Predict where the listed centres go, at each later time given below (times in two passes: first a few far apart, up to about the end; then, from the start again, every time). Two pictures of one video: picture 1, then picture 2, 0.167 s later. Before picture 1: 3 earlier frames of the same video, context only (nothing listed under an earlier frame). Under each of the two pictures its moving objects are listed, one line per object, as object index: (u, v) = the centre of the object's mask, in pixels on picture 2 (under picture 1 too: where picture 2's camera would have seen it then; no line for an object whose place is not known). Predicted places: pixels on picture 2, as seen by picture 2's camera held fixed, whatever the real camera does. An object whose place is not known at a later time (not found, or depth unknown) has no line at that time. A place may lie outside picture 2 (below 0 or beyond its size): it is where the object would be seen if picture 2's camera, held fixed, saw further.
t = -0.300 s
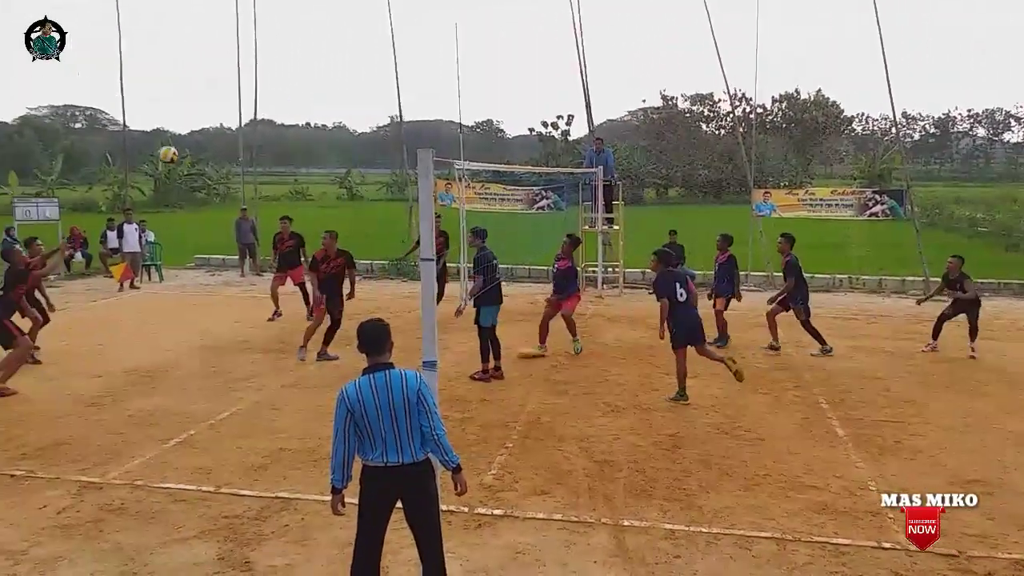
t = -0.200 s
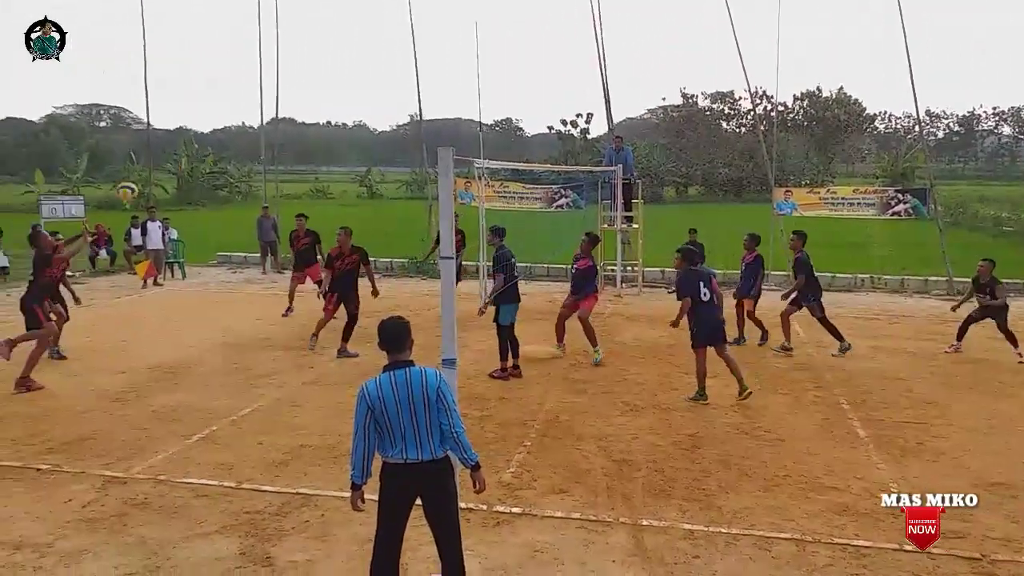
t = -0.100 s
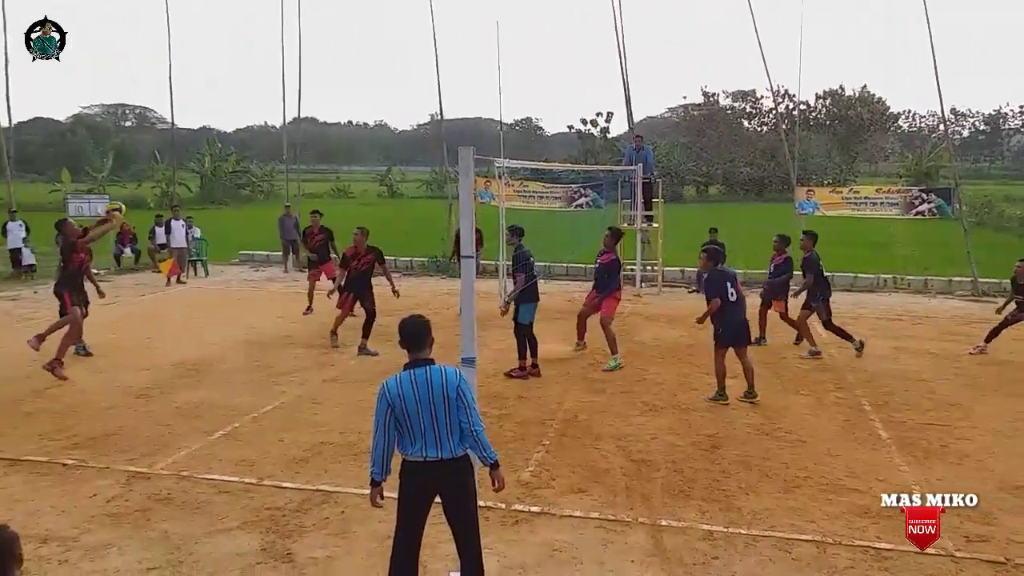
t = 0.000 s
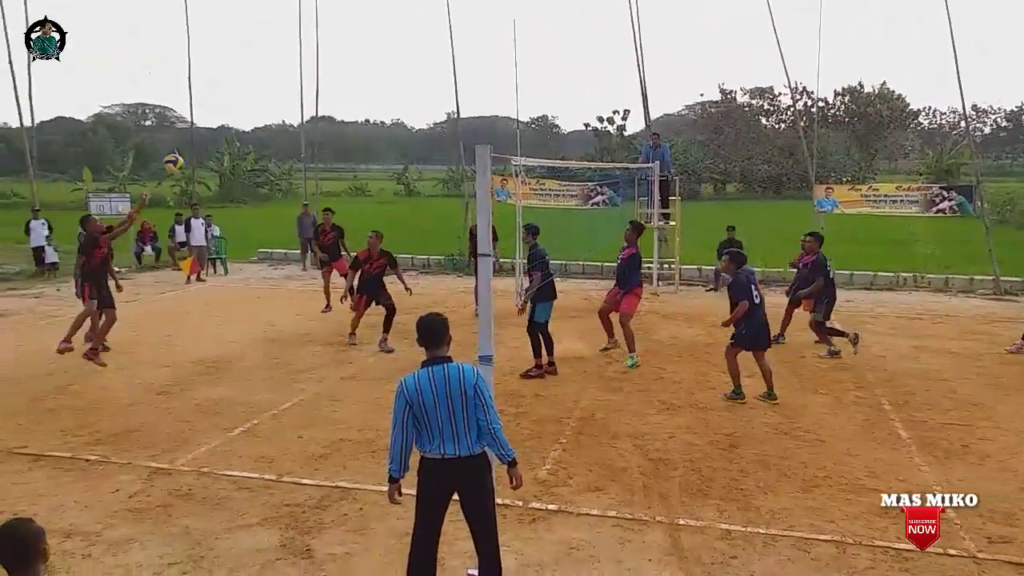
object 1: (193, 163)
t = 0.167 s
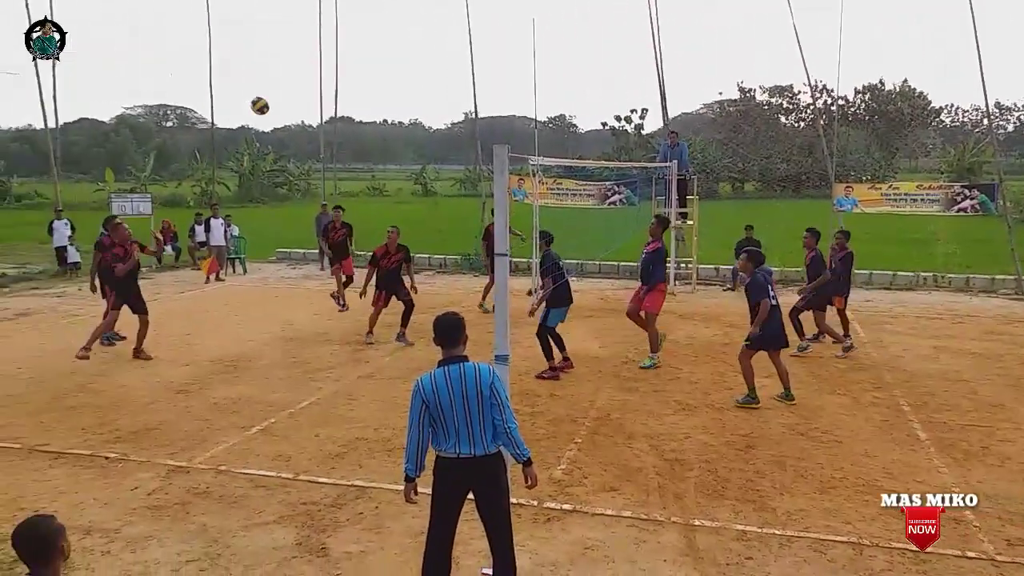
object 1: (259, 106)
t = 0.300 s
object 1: (313, 77)
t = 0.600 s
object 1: (433, 68)
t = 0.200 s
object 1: (273, 97)
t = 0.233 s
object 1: (286, 89)
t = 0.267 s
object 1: (300, 83)
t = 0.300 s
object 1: (313, 77)
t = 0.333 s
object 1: (327, 72)
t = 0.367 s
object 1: (341, 67)
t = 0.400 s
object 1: (354, 65)
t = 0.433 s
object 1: (368, 62)
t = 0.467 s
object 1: (382, 62)
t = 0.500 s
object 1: (395, 62)
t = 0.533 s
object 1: (408, 63)
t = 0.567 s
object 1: (421, 65)
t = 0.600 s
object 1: (433, 68)
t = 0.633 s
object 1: (446, 71)
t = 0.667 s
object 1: (458, 76)
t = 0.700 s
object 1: (471, 82)
